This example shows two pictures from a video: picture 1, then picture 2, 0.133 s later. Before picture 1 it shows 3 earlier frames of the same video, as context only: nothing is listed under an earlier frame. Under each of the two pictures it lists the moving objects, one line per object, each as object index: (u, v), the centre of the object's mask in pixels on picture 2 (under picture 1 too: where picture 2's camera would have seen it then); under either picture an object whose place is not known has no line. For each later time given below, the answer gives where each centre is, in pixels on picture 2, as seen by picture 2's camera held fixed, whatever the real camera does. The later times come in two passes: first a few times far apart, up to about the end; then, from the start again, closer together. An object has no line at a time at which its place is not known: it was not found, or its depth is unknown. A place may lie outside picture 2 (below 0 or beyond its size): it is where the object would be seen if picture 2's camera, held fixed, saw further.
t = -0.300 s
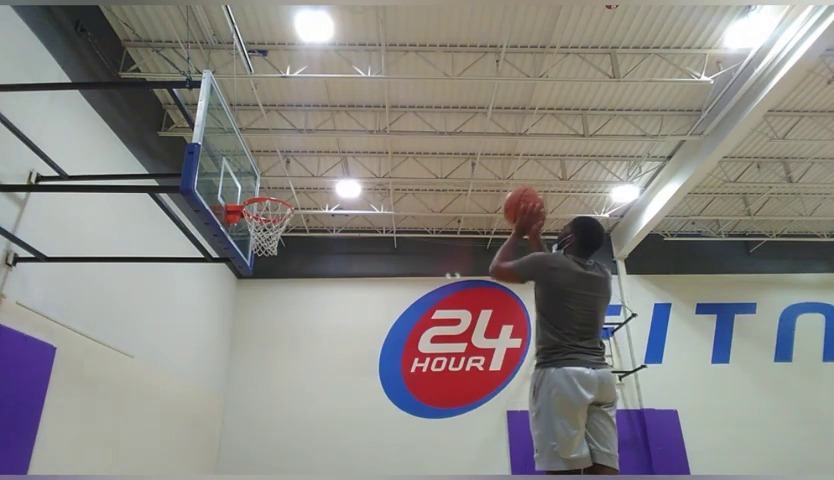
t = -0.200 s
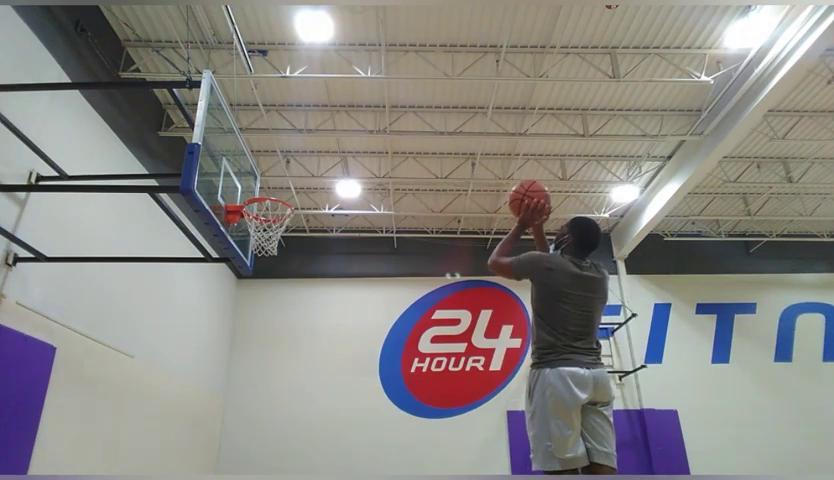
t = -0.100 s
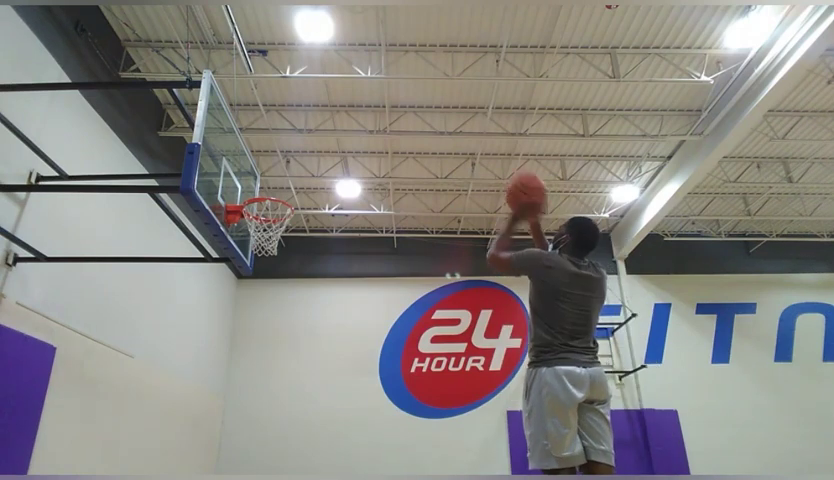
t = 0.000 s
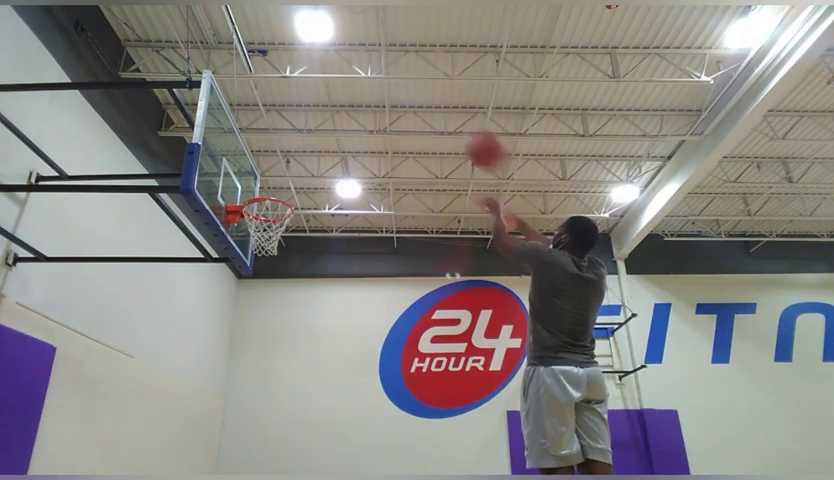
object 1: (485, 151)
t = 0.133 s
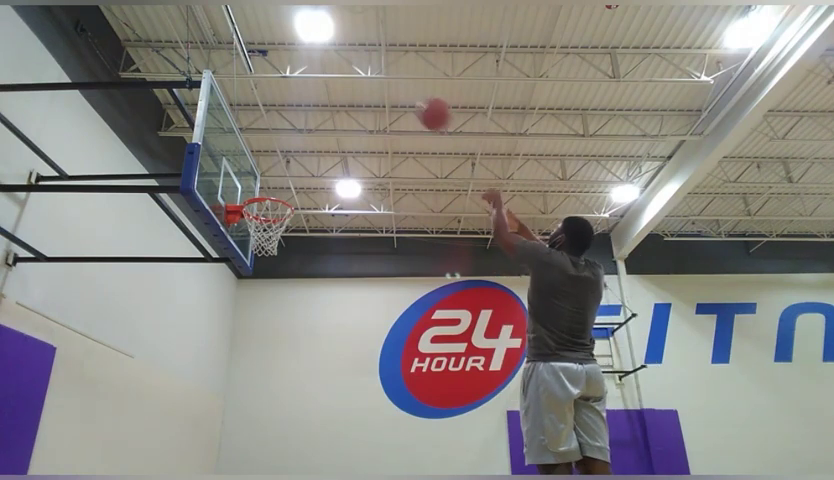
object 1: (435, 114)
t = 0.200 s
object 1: (414, 107)
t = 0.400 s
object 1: (363, 112)
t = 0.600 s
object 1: (320, 152)
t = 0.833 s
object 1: (305, 187)
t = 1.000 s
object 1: (323, 190)
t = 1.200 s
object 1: (344, 226)
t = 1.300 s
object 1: (355, 256)
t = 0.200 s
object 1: (414, 107)
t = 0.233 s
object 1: (404, 105)
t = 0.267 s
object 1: (395, 104)
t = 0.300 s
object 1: (386, 105)
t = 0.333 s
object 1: (378, 106)
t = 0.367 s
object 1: (371, 109)
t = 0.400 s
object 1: (363, 112)
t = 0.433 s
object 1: (355, 117)
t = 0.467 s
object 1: (347, 122)
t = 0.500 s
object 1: (340, 128)
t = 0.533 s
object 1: (334, 135)
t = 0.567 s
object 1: (327, 143)
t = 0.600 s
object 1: (320, 152)
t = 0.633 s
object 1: (314, 162)
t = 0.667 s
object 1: (308, 172)
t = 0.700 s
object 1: (300, 182)
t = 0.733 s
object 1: (295, 194)
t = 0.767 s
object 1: (296, 193)
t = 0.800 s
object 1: (300, 189)
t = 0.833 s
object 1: (305, 187)
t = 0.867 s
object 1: (308, 186)
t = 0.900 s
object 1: (312, 185)
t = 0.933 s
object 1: (315, 186)
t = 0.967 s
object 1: (319, 187)
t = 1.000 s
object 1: (323, 190)
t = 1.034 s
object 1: (326, 193)
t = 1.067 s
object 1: (330, 198)
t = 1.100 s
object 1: (333, 204)
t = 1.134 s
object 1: (337, 210)
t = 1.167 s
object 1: (341, 218)
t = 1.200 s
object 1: (344, 226)
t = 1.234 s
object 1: (347, 236)
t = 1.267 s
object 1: (351, 247)
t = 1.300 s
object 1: (355, 256)
